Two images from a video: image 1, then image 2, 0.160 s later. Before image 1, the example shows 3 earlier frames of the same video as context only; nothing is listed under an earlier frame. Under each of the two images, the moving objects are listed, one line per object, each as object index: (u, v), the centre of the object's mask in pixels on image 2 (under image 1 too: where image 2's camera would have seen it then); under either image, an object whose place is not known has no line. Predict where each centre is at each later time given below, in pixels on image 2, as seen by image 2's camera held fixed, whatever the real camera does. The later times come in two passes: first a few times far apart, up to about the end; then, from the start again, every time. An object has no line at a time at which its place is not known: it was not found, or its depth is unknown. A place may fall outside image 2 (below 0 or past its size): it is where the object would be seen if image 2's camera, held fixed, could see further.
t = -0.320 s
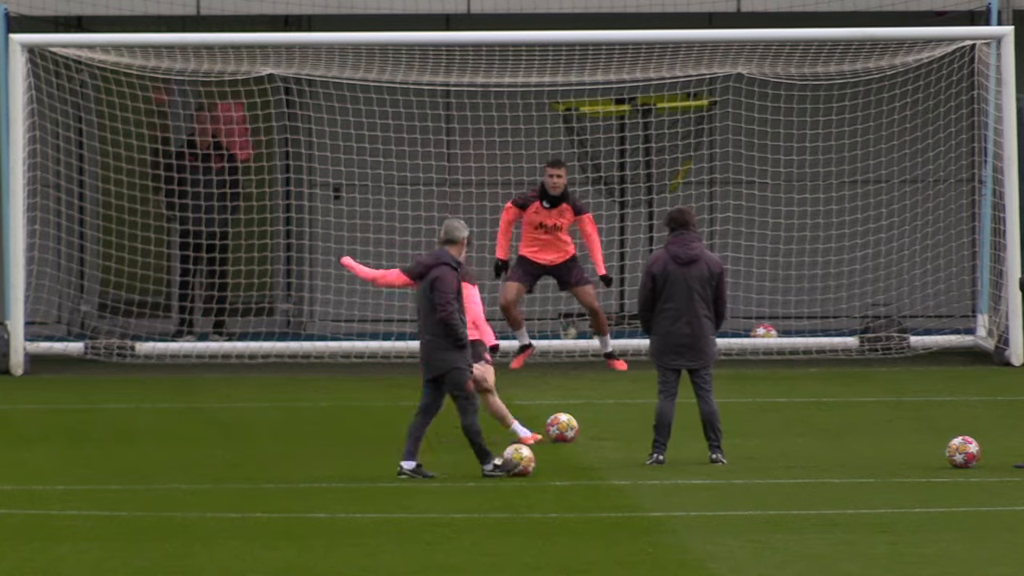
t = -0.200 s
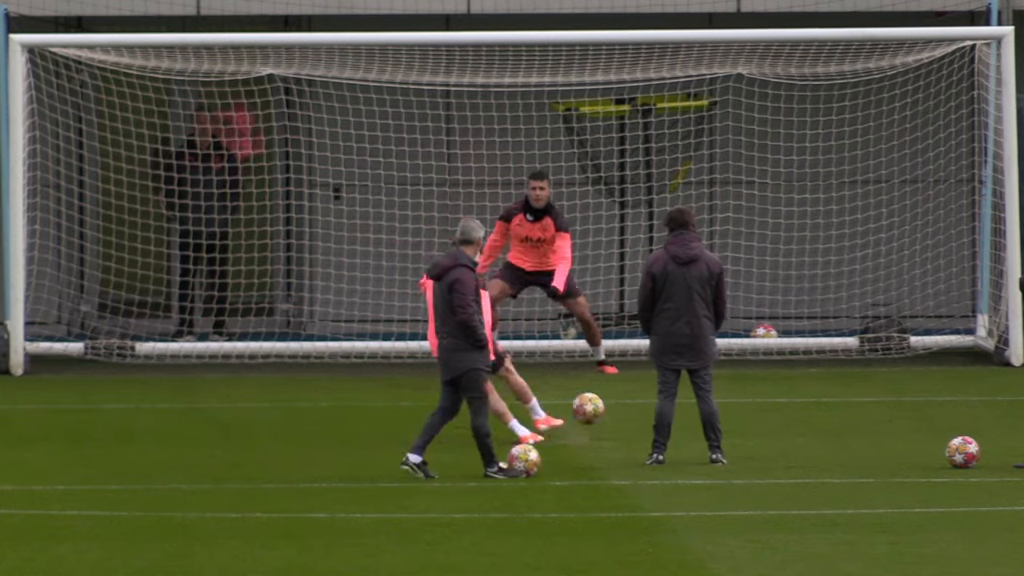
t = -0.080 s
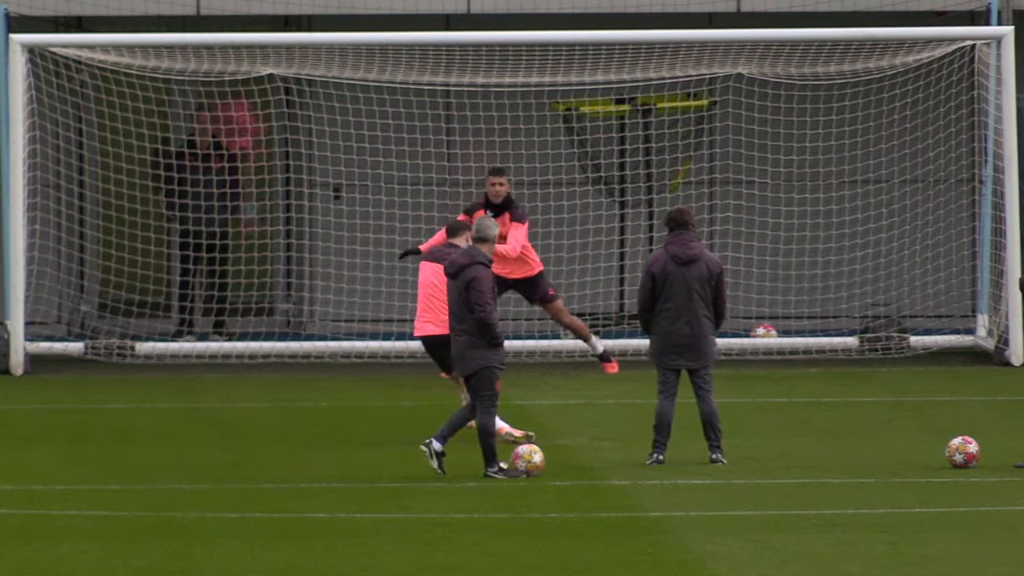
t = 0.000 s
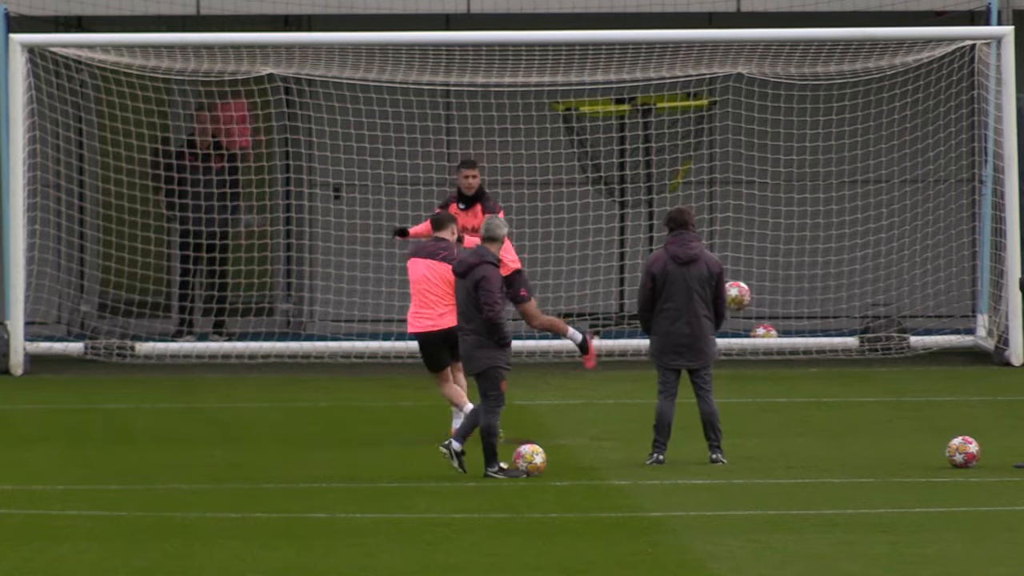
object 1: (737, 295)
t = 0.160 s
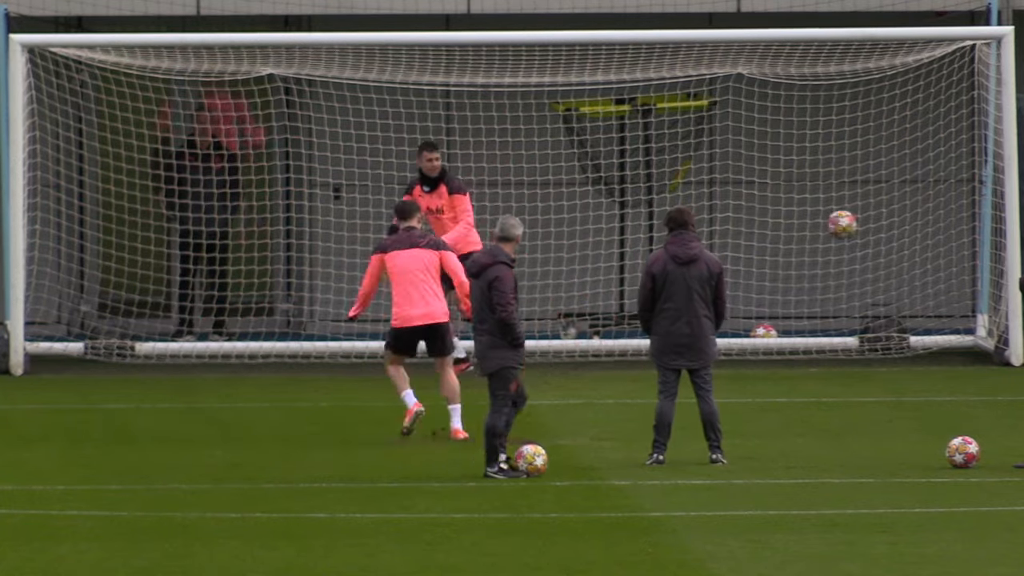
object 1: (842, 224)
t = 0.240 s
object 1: (891, 195)
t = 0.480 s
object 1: (890, 155)
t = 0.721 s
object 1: (829, 198)
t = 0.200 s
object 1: (867, 208)
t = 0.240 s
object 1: (891, 195)
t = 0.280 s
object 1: (910, 181)
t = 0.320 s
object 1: (913, 170)
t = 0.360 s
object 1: (911, 163)
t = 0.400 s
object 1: (906, 157)
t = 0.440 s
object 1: (898, 154)
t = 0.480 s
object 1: (890, 155)
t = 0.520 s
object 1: (880, 157)
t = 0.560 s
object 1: (871, 161)
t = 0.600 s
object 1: (860, 166)
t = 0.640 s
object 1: (850, 177)
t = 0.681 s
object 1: (839, 185)
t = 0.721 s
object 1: (829, 198)
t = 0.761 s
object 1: (819, 213)
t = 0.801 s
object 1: (809, 230)
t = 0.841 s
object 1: (799, 246)
